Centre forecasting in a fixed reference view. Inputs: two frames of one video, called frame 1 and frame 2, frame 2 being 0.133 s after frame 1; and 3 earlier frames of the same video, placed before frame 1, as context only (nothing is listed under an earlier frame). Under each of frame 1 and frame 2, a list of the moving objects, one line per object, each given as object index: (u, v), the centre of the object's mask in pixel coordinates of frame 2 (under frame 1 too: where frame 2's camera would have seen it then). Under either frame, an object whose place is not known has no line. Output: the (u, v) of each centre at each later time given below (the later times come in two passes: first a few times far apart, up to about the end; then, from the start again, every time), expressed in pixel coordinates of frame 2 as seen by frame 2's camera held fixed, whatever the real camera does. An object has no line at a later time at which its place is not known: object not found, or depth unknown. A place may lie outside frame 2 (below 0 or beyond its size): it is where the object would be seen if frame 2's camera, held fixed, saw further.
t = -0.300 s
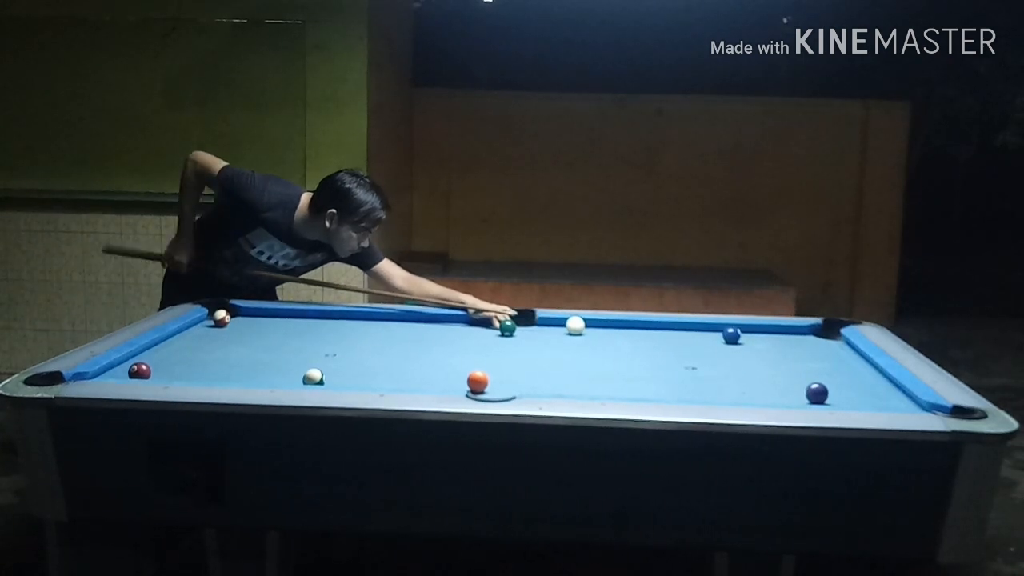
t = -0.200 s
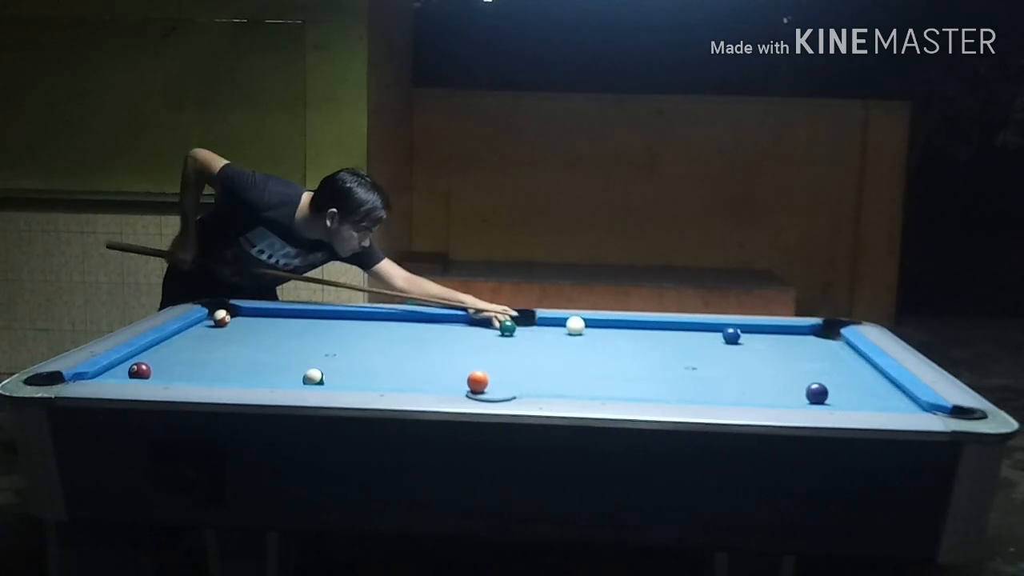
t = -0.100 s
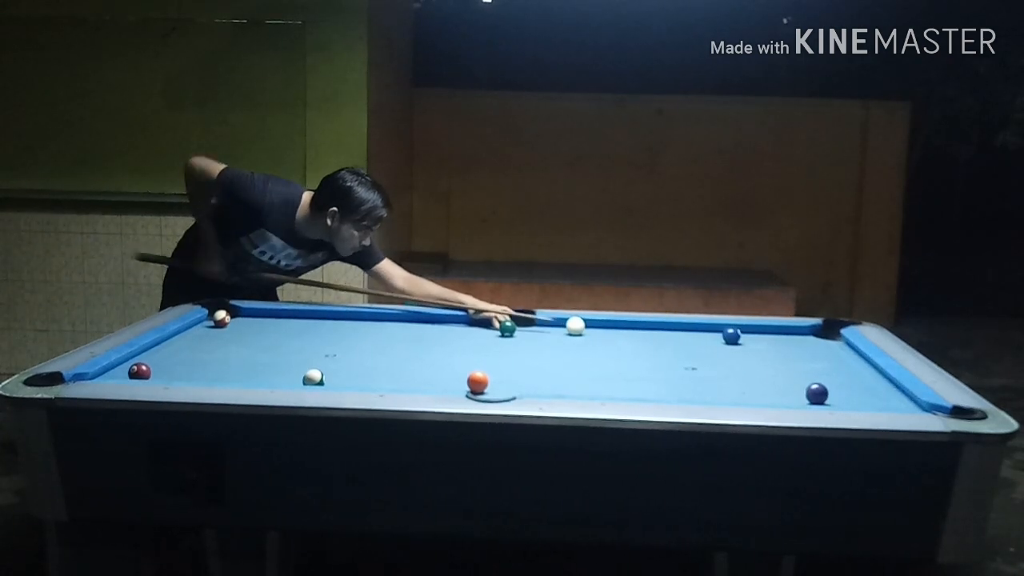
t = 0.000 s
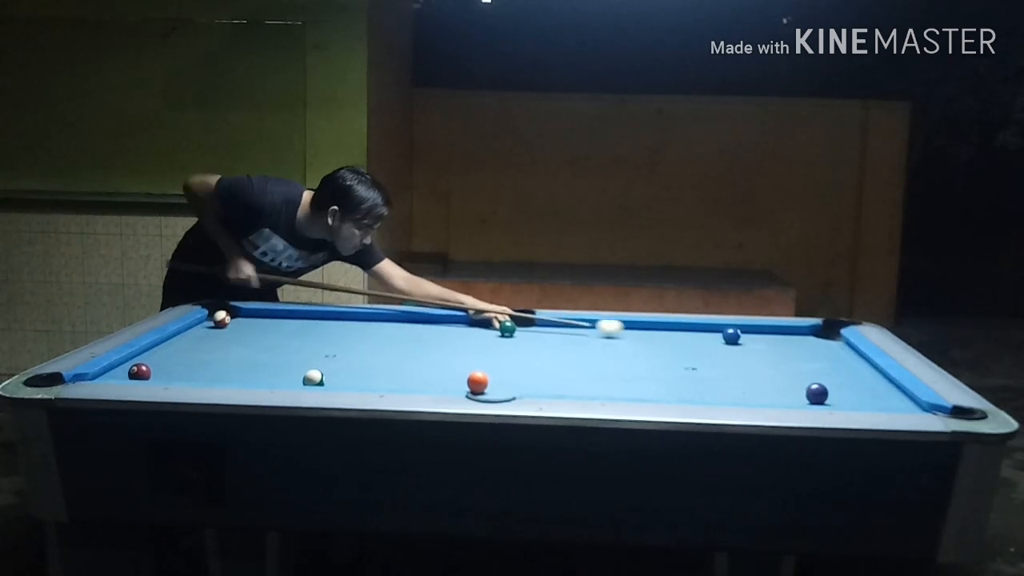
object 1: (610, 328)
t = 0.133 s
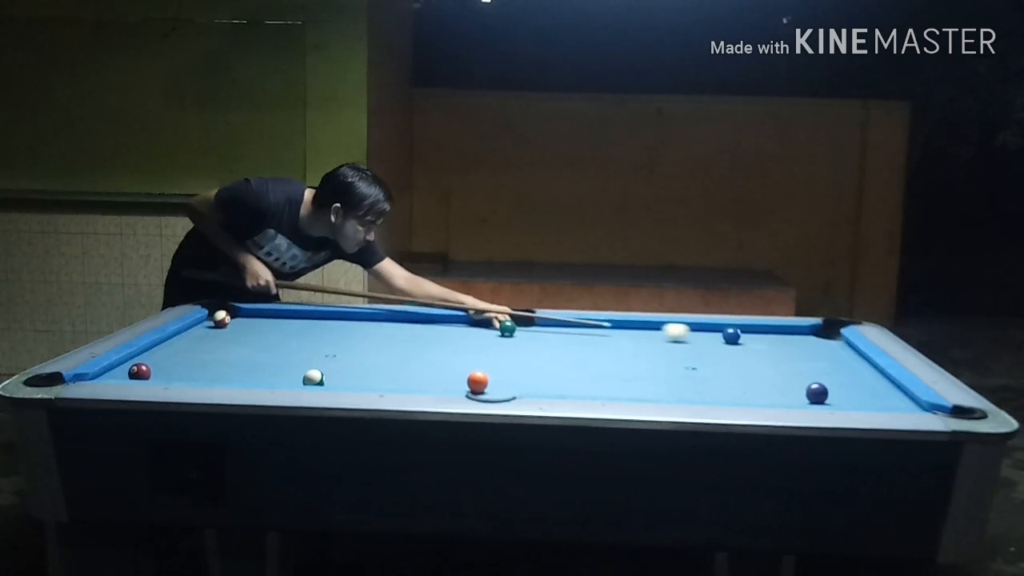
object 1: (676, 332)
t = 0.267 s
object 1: (724, 337)
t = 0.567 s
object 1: (800, 351)
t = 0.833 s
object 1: (864, 363)
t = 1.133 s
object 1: (834, 368)
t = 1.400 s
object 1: (807, 371)
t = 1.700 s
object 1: (779, 375)
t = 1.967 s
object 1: (754, 378)
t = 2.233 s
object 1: (731, 382)
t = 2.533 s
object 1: (705, 385)
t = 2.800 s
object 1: (683, 387)
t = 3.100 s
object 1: (661, 389)
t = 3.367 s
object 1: (643, 390)
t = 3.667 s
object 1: (623, 391)
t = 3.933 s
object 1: (608, 391)
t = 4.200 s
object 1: (600, 391)
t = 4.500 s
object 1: (593, 390)
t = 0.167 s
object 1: (693, 333)
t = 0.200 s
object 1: (709, 334)
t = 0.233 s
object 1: (718, 336)
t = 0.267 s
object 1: (724, 337)
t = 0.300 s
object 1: (732, 339)
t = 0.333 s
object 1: (740, 340)
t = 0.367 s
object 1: (748, 342)
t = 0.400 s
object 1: (756, 343)
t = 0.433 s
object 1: (765, 345)
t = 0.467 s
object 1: (774, 347)
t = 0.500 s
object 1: (782, 348)
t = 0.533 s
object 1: (790, 350)
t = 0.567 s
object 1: (800, 351)
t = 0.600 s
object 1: (808, 353)
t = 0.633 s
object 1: (817, 354)
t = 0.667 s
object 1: (826, 356)
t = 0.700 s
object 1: (835, 357)
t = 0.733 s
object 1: (844, 359)
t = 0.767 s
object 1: (853, 361)
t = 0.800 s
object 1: (862, 362)
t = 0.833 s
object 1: (864, 363)
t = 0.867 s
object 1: (860, 364)
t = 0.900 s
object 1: (857, 364)
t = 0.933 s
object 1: (854, 365)
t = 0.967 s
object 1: (851, 366)
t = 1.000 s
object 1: (847, 366)
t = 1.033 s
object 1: (844, 366)
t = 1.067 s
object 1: (840, 367)
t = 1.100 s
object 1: (837, 367)
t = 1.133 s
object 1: (834, 368)
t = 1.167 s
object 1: (831, 368)
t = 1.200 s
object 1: (828, 369)
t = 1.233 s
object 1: (824, 369)
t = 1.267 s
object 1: (820, 370)
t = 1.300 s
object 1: (817, 370)
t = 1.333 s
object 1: (814, 370)
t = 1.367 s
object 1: (811, 371)
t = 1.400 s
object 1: (807, 371)
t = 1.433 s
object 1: (804, 371)
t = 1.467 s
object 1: (801, 372)
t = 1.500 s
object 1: (798, 372)
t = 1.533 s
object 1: (795, 373)
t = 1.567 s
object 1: (792, 373)
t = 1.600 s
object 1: (789, 374)
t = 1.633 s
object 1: (786, 374)
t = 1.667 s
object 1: (782, 375)
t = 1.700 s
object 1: (779, 375)
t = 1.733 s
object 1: (776, 376)
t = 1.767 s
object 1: (773, 376)
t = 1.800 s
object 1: (770, 377)
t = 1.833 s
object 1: (767, 377)
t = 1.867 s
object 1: (764, 377)
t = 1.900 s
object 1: (760, 378)
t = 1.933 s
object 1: (757, 378)
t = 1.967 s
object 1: (754, 378)
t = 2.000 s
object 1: (751, 378)
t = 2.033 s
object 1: (748, 379)
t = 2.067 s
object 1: (745, 379)
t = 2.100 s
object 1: (742, 380)
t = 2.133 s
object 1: (739, 380)
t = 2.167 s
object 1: (736, 381)
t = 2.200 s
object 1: (734, 381)
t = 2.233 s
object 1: (731, 382)
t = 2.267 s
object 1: (728, 382)
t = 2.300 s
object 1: (725, 383)
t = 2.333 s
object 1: (722, 383)
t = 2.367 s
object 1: (719, 383)
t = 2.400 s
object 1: (716, 384)
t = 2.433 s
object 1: (714, 384)
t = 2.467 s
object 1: (711, 384)
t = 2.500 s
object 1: (708, 385)
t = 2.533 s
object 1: (705, 385)
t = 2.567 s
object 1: (702, 385)
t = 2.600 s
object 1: (700, 386)
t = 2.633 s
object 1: (697, 386)
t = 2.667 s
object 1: (694, 386)
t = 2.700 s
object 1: (691, 387)
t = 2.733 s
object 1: (689, 387)
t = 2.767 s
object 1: (686, 387)
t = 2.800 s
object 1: (683, 387)
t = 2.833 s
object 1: (681, 387)
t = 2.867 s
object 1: (678, 388)
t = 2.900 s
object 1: (676, 388)
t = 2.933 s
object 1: (673, 388)
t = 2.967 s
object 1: (671, 388)
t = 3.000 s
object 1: (668, 388)
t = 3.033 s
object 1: (666, 388)
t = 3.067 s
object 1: (663, 389)
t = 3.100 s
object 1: (661, 389)
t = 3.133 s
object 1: (658, 389)
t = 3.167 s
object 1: (656, 389)
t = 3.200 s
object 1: (654, 389)
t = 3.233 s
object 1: (651, 389)
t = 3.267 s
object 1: (649, 390)
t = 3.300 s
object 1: (647, 390)
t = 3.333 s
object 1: (645, 390)
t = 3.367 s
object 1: (643, 390)
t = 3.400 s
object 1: (640, 390)
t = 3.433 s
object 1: (638, 390)
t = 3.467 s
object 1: (636, 390)
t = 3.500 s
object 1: (634, 390)
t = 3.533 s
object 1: (631, 390)
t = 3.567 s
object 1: (629, 390)
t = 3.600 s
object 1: (627, 391)
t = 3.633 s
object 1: (625, 391)
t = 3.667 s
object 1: (623, 391)
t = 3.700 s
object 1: (621, 391)
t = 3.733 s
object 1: (619, 391)
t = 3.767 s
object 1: (617, 391)
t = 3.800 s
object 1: (615, 391)
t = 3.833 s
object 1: (613, 391)
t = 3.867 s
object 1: (611, 391)
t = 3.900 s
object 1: (609, 391)
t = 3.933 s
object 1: (608, 391)
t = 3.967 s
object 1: (607, 391)
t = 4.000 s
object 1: (606, 391)
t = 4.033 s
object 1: (605, 391)
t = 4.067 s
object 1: (604, 391)
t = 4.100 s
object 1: (603, 391)
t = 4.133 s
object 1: (602, 391)
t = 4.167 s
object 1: (601, 391)
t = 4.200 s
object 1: (600, 391)
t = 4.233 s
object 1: (599, 390)
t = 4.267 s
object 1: (598, 390)
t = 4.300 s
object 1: (597, 390)
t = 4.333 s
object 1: (597, 390)
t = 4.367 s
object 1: (596, 390)
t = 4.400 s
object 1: (595, 390)
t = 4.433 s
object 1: (595, 390)
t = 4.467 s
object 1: (594, 390)
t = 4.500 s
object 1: (593, 390)
